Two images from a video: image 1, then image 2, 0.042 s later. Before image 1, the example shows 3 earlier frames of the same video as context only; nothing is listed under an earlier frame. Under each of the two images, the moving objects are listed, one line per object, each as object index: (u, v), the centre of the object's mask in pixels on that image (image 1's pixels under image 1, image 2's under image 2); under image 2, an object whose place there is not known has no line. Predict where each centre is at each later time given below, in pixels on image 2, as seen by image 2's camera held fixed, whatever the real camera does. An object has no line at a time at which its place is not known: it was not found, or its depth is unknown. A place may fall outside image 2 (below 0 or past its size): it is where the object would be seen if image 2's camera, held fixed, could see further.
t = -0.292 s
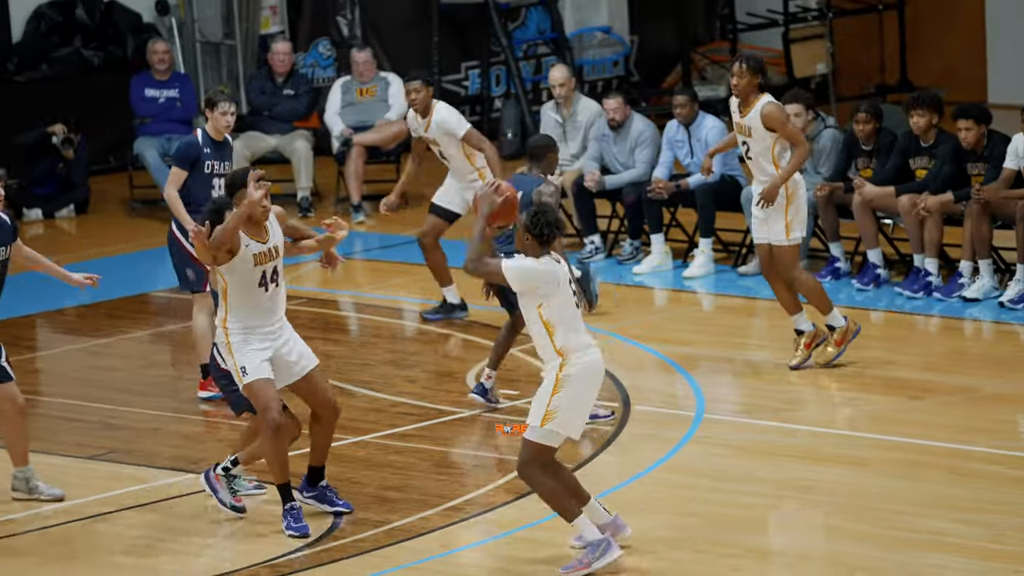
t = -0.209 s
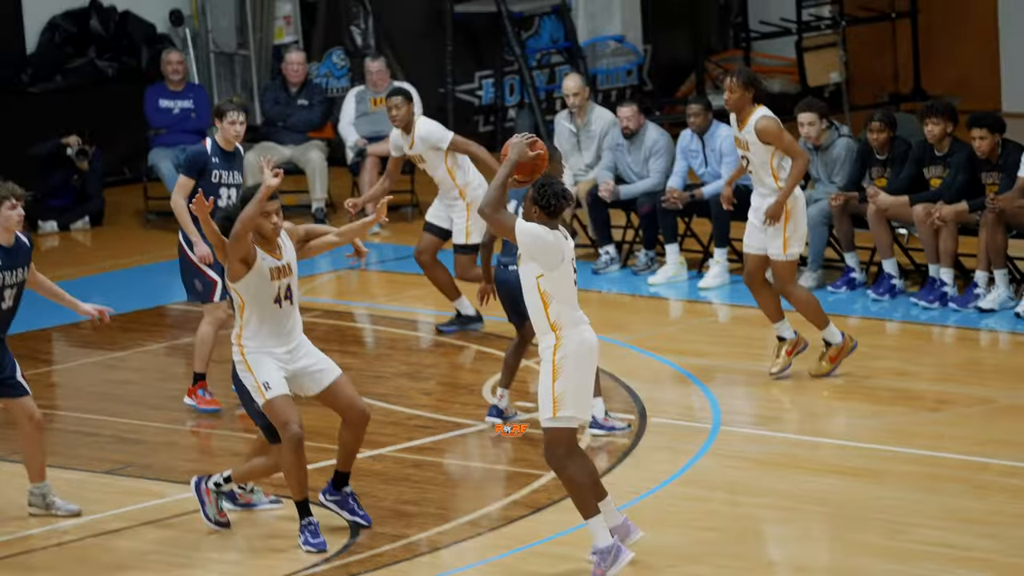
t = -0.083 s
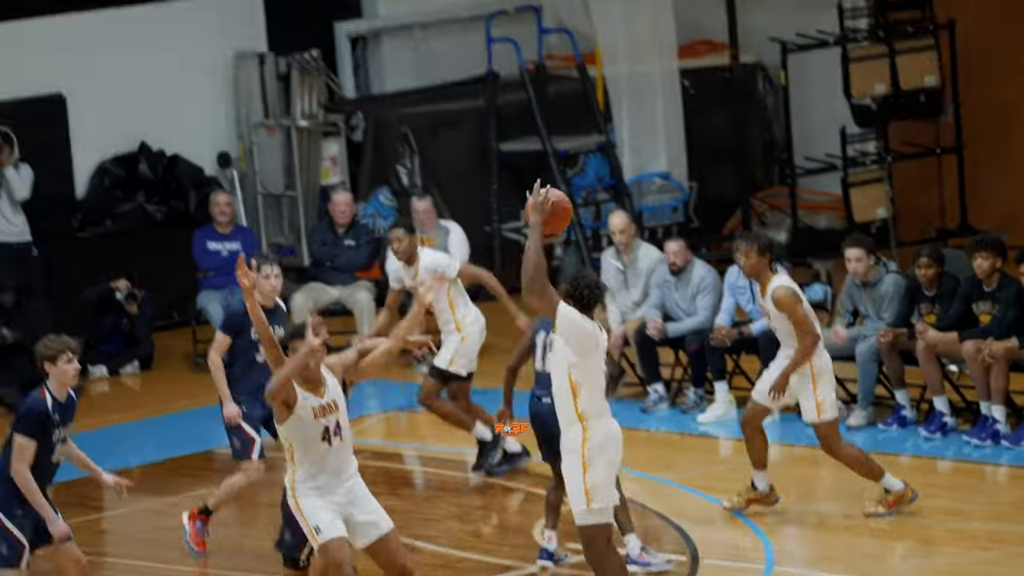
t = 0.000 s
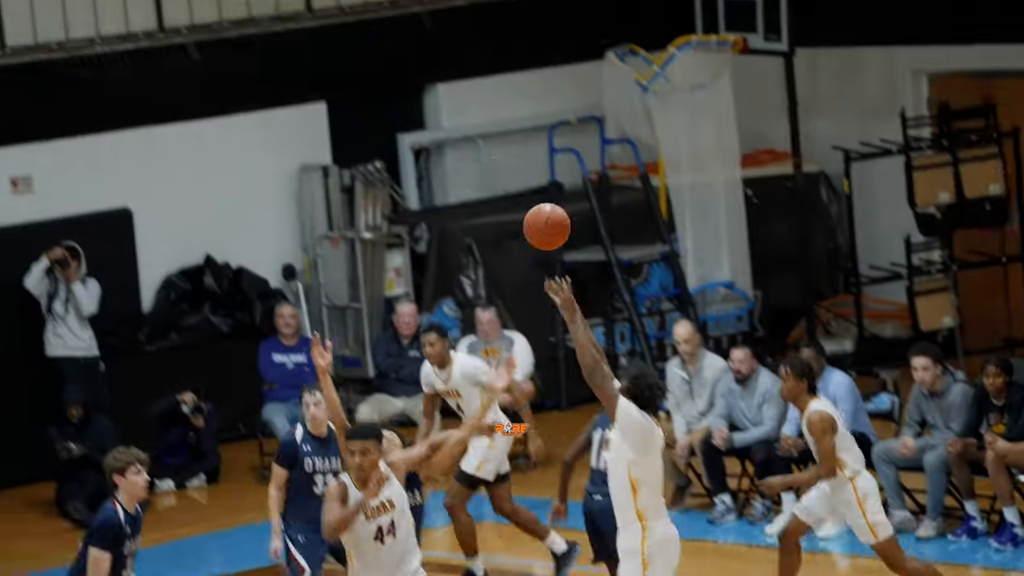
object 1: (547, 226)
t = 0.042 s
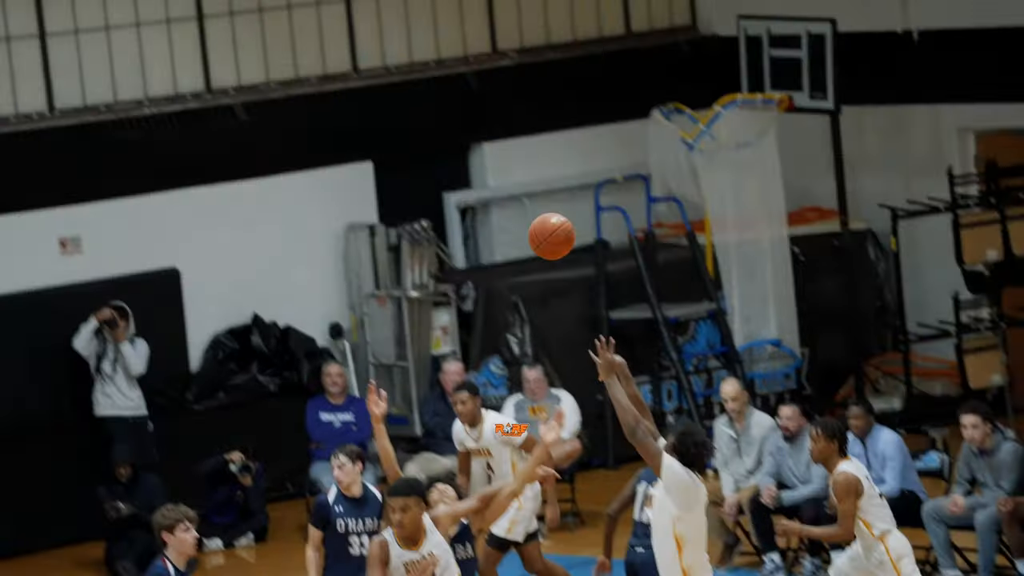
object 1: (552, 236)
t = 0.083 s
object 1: (513, 192)
